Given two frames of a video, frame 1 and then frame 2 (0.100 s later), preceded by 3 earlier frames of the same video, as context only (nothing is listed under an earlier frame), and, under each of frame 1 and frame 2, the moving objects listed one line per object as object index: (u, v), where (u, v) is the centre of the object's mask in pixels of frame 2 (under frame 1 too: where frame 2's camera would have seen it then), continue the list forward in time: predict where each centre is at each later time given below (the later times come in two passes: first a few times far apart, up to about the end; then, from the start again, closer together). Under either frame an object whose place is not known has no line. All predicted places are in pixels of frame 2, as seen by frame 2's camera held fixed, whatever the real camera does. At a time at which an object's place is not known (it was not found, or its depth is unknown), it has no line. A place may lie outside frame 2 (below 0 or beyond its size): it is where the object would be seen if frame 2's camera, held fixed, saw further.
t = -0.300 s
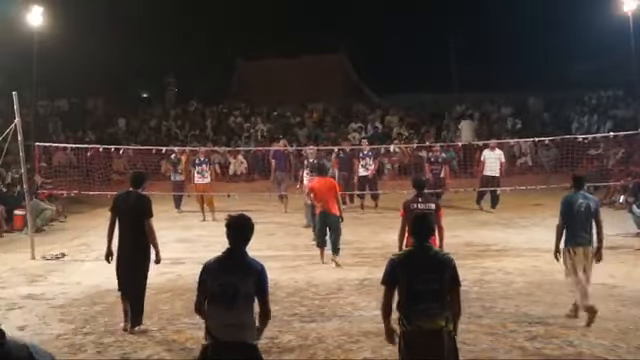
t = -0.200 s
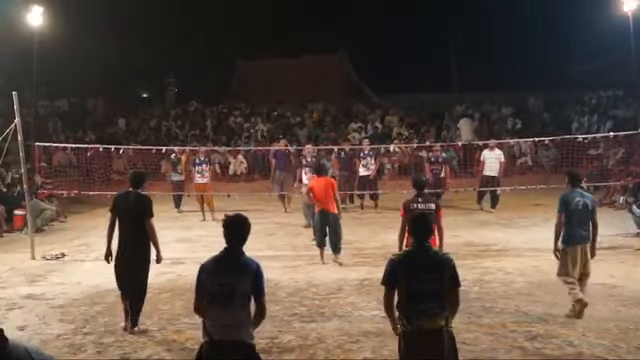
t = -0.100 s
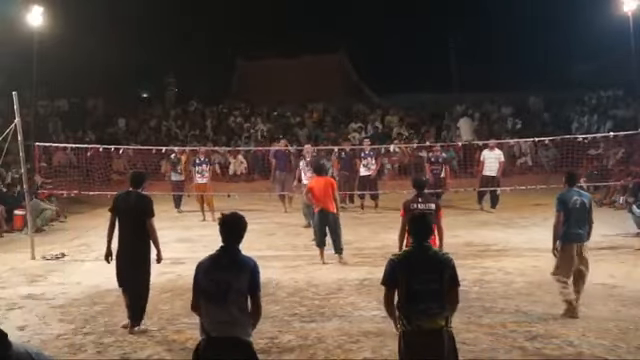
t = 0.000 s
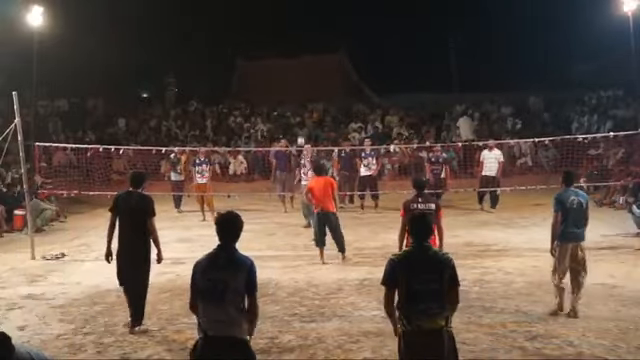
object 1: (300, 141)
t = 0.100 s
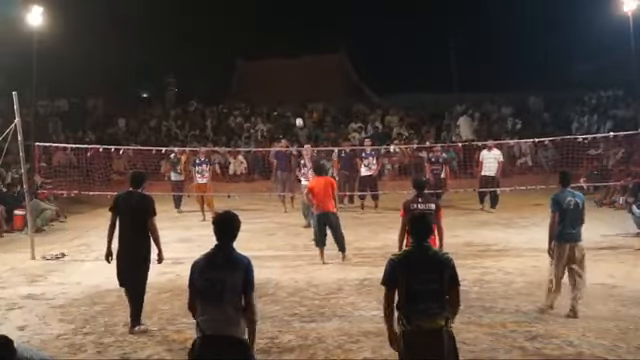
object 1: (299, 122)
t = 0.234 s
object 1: (297, 104)
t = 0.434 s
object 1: (293, 94)
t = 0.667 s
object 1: (291, 105)
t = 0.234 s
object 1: (297, 104)
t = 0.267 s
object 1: (296, 101)
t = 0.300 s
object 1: (296, 98)
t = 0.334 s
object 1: (295, 96)
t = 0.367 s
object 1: (295, 95)
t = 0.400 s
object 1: (294, 94)
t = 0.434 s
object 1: (293, 94)
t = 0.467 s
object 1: (293, 94)
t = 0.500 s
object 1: (293, 94)
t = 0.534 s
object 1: (292, 95)
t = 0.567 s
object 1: (292, 97)
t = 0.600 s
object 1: (291, 99)
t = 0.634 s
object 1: (291, 102)
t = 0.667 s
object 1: (291, 105)
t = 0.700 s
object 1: (291, 108)
